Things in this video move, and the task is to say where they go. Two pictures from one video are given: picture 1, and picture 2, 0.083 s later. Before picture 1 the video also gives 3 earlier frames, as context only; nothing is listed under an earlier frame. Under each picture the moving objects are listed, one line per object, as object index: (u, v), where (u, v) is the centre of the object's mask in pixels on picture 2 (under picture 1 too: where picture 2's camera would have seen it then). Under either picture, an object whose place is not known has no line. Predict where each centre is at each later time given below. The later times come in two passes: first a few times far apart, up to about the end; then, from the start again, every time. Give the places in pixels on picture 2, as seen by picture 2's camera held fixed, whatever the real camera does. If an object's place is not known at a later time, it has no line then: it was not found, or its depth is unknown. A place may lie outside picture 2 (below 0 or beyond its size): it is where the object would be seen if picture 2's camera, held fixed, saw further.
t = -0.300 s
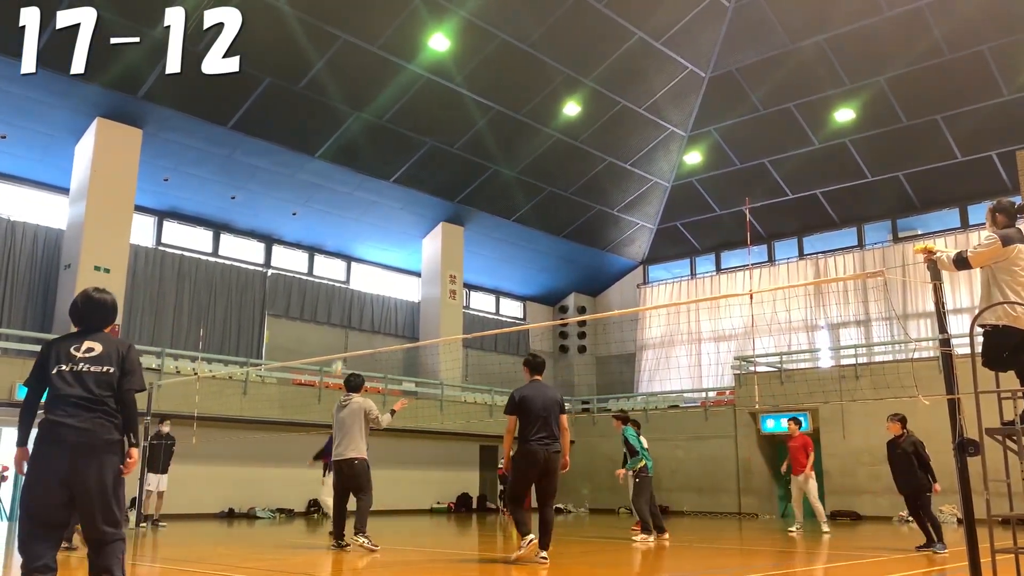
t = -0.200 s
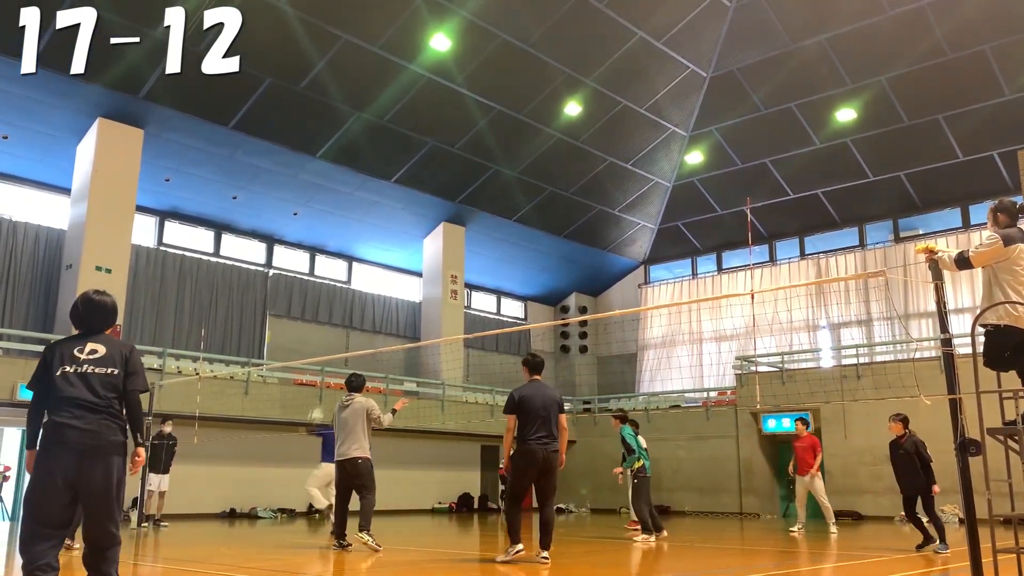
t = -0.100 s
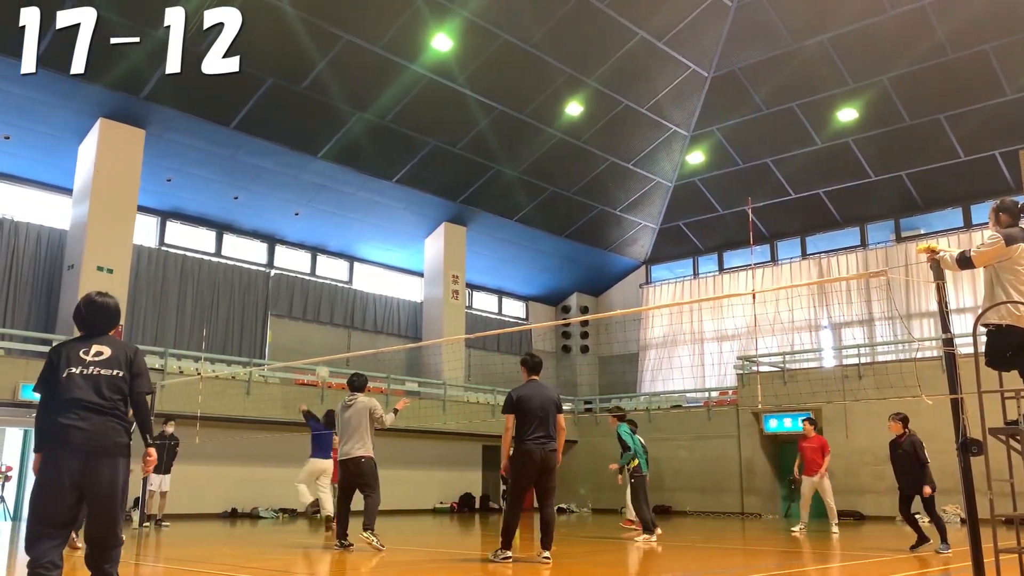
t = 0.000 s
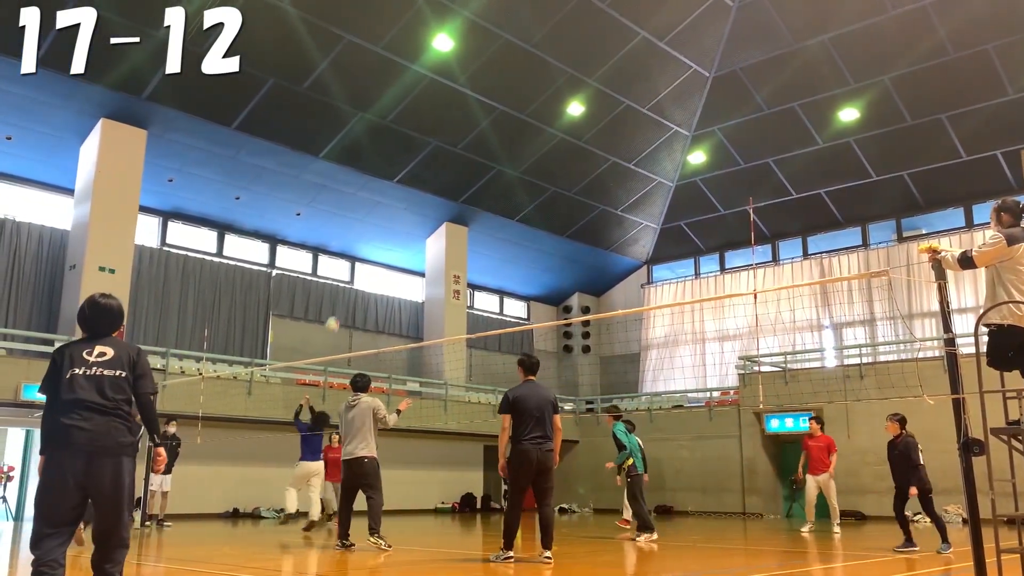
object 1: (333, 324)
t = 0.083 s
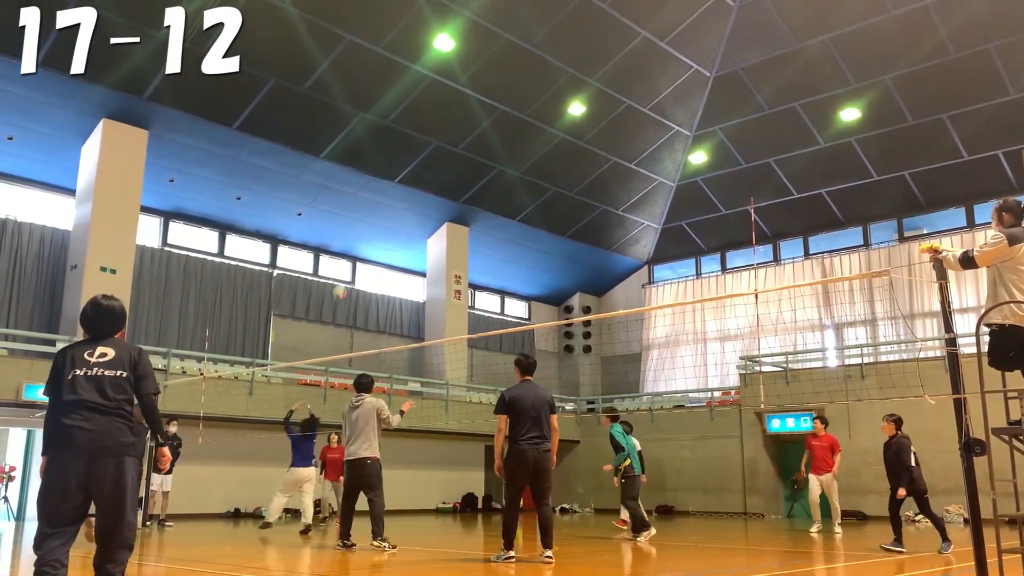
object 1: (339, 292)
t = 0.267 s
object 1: (353, 234)
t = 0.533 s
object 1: (370, 189)
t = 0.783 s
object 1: (384, 187)
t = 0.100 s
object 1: (341, 286)
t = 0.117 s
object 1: (343, 280)
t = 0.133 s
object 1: (344, 274)
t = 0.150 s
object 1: (345, 268)
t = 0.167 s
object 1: (346, 261)
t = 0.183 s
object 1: (347, 256)
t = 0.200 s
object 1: (348, 253)
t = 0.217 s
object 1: (350, 248)
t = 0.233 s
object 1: (351, 243)
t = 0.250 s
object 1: (352, 238)
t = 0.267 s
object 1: (353, 234)
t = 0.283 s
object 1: (354, 229)
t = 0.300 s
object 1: (355, 226)
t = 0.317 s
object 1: (356, 222)
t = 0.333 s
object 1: (357, 219)
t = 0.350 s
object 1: (358, 215)
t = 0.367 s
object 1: (360, 212)
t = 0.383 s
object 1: (360, 209)
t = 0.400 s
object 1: (361, 206)
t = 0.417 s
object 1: (362, 203)
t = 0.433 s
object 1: (364, 200)
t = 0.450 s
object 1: (364, 198)
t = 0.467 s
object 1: (366, 196)
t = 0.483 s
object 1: (367, 194)
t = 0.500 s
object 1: (367, 192)
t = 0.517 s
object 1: (368, 191)
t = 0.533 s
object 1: (370, 189)
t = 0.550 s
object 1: (370, 188)
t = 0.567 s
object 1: (371, 187)
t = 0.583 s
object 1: (372, 186)
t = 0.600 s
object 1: (373, 185)
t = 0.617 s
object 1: (374, 184)
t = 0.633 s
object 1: (375, 184)
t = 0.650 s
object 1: (376, 184)
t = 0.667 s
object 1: (377, 183)
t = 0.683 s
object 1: (378, 183)
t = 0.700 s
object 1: (379, 184)
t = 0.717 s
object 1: (380, 184)
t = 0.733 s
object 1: (381, 184)
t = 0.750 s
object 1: (382, 185)
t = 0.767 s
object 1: (383, 186)
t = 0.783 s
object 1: (384, 187)
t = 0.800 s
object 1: (385, 188)
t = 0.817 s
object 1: (386, 189)
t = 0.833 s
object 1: (387, 191)
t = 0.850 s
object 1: (388, 193)
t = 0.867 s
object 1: (389, 194)
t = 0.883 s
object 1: (390, 197)
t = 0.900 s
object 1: (391, 199)
